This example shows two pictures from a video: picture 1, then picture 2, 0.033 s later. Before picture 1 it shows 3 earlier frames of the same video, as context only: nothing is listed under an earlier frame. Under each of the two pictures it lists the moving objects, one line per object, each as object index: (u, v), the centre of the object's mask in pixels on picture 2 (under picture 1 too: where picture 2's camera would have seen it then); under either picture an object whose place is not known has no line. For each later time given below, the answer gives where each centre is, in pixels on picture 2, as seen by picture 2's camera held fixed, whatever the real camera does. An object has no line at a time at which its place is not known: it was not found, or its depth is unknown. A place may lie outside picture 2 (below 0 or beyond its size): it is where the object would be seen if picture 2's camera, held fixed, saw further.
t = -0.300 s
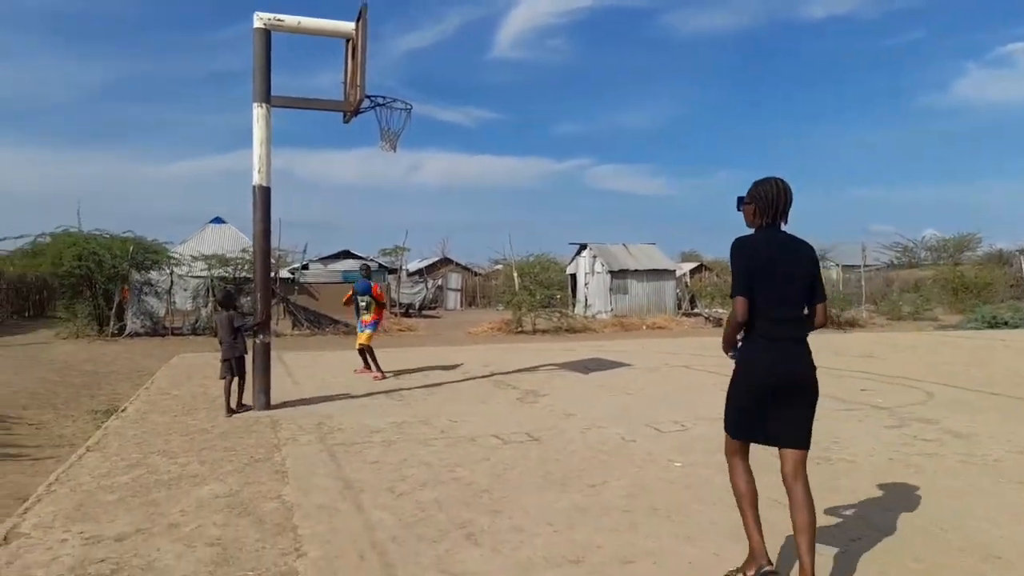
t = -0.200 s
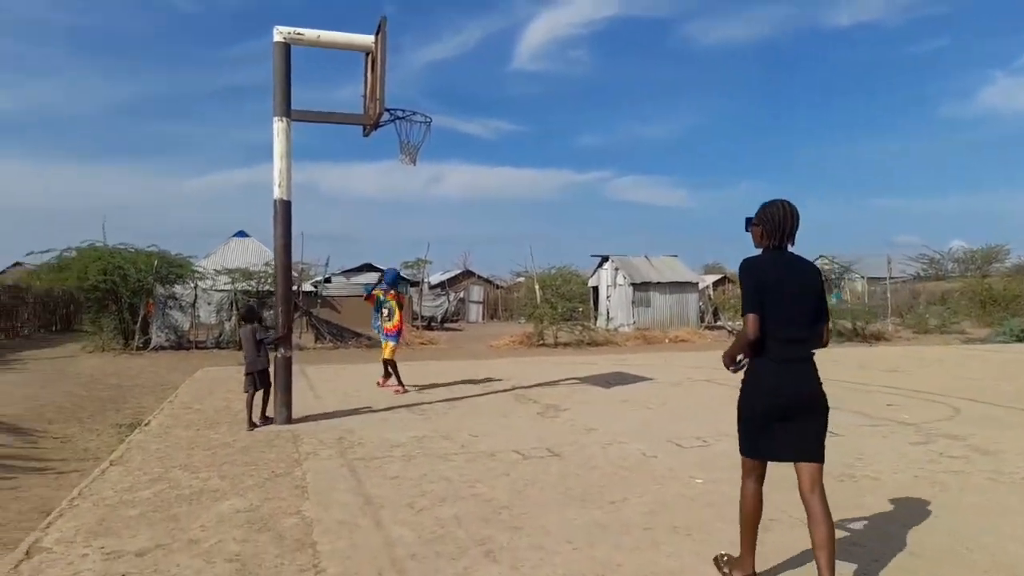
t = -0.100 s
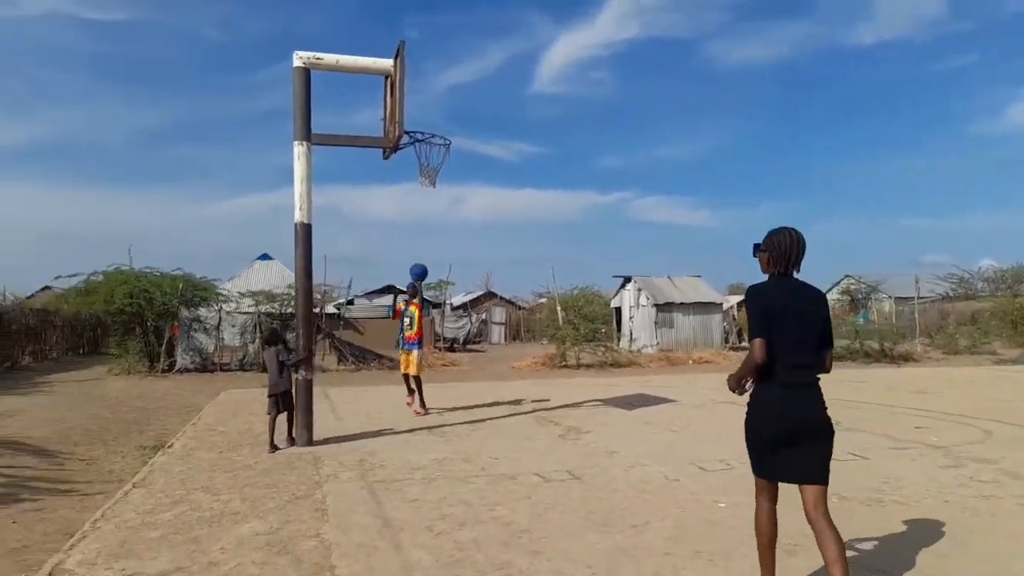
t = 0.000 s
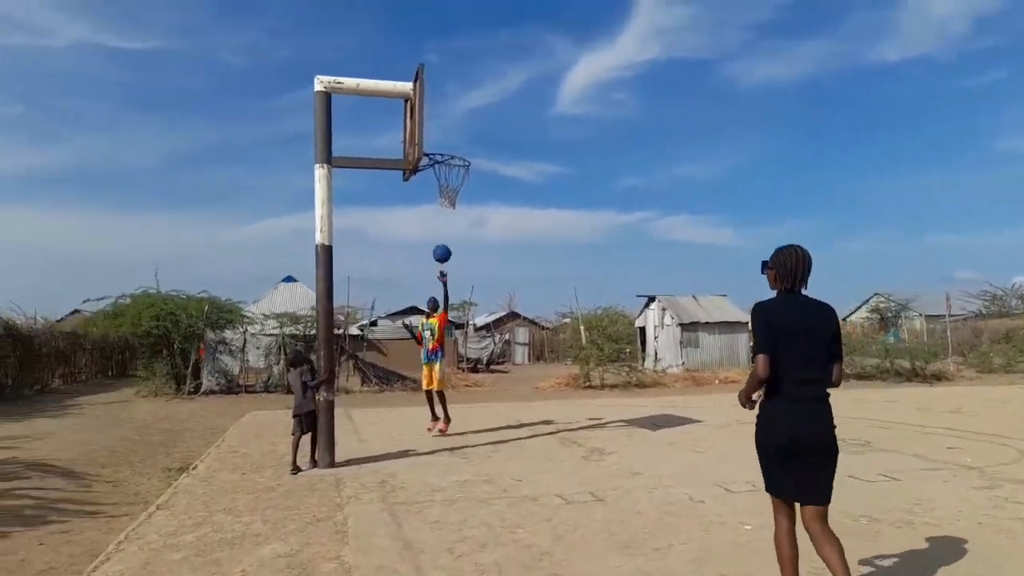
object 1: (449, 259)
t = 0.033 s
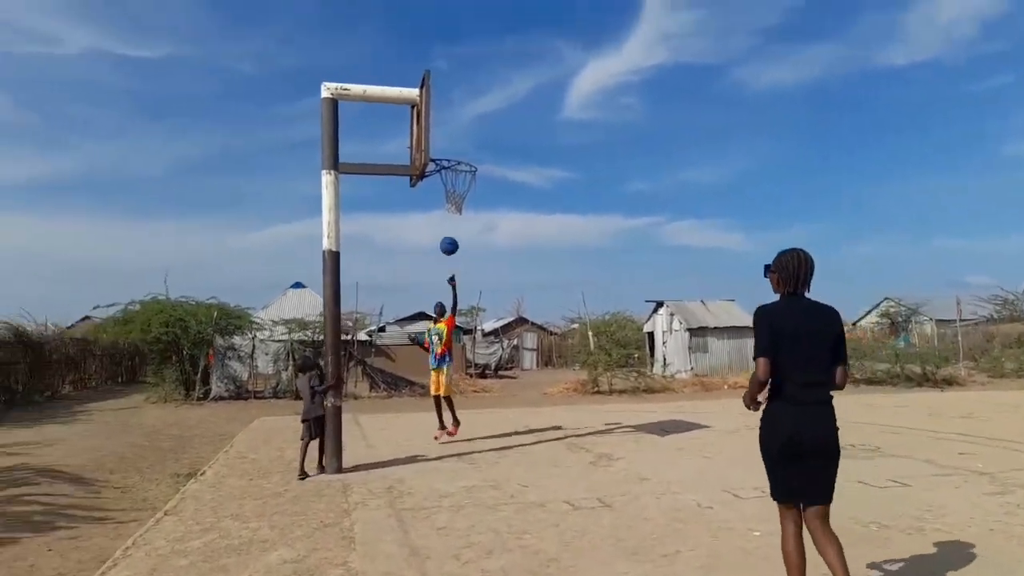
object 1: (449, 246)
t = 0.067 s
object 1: (449, 233)
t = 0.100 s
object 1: (449, 221)
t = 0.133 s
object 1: (447, 213)
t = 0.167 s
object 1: (447, 197)
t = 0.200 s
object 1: (451, 189)
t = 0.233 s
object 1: (451, 179)
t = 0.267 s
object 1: (451, 171)
